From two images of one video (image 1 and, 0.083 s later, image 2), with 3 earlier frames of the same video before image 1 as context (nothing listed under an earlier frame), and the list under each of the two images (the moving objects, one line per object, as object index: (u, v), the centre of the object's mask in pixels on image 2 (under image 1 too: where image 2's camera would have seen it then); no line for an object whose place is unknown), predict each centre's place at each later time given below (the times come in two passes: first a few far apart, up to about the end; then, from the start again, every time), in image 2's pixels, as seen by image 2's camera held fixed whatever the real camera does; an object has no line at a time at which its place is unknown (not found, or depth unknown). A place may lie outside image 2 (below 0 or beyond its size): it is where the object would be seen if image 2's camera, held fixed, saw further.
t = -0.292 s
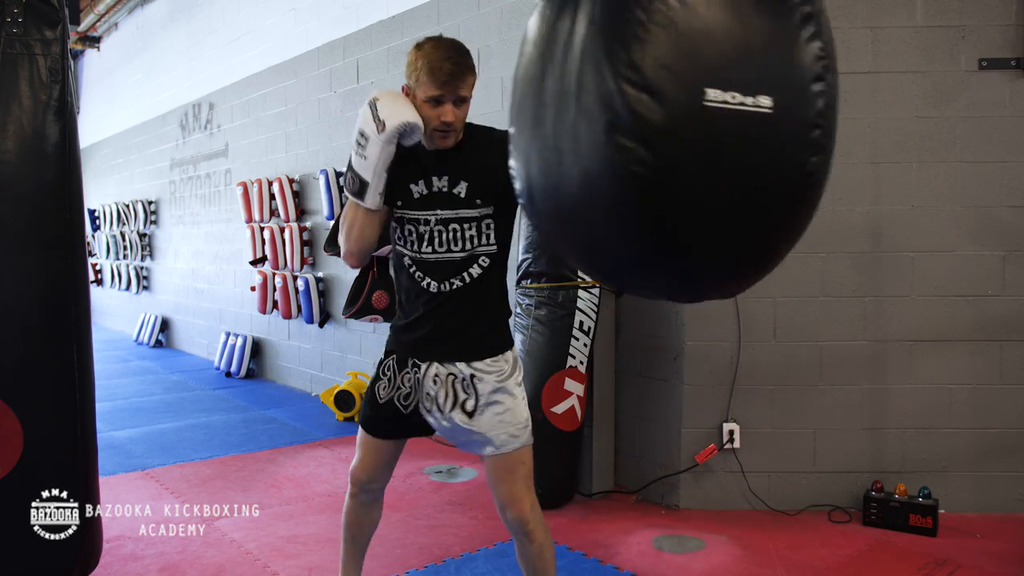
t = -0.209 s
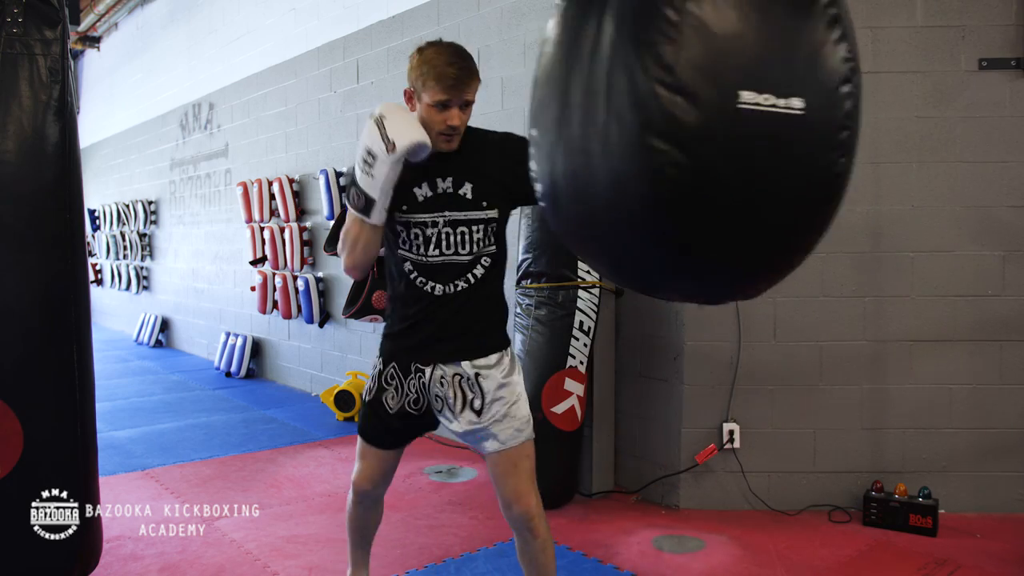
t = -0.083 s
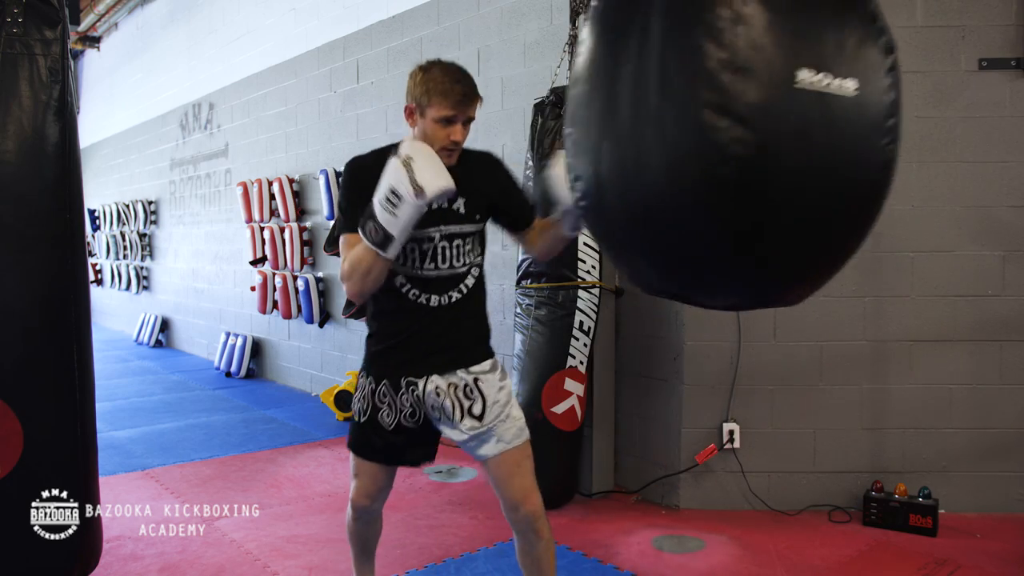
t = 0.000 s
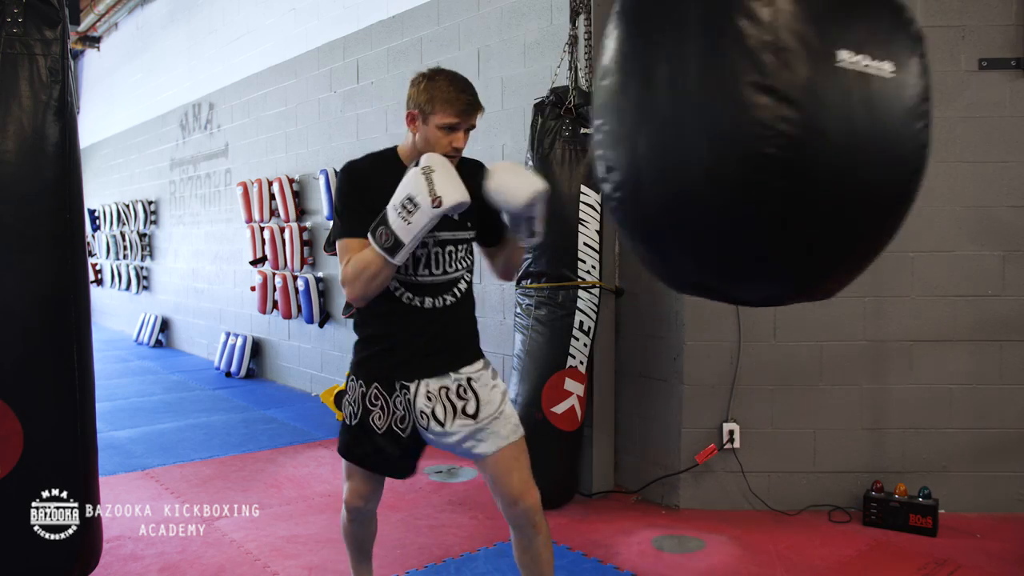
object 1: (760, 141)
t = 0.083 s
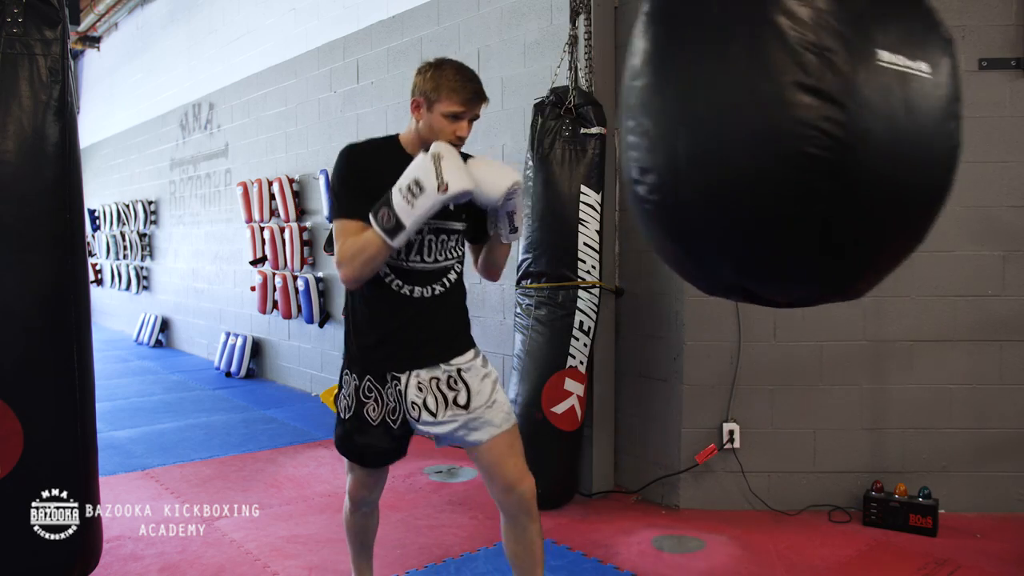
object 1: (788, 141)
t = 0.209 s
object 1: (828, 145)
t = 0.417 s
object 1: (874, 144)
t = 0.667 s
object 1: (901, 142)
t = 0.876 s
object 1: (912, 141)
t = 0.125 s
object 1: (802, 143)
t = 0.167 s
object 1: (817, 145)
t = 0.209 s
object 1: (828, 145)
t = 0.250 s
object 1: (840, 143)
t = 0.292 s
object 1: (851, 141)
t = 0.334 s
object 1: (860, 142)
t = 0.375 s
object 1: (867, 143)
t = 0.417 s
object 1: (874, 144)
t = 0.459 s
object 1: (879, 146)
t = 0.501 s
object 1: (885, 145)
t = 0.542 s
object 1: (889, 144)
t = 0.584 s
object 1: (894, 143)
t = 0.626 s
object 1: (898, 142)
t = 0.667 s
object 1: (901, 142)
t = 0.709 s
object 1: (905, 143)
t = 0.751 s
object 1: (907, 144)
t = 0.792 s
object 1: (910, 143)
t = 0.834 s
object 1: (912, 142)
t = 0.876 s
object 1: (912, 141)
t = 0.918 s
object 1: (914, 140)
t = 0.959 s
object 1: (914, 141)
